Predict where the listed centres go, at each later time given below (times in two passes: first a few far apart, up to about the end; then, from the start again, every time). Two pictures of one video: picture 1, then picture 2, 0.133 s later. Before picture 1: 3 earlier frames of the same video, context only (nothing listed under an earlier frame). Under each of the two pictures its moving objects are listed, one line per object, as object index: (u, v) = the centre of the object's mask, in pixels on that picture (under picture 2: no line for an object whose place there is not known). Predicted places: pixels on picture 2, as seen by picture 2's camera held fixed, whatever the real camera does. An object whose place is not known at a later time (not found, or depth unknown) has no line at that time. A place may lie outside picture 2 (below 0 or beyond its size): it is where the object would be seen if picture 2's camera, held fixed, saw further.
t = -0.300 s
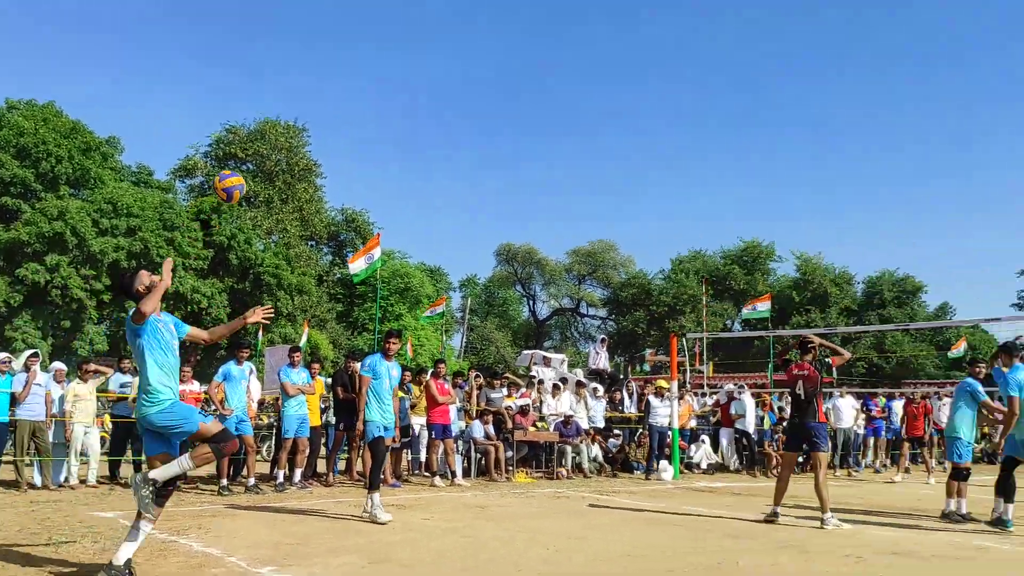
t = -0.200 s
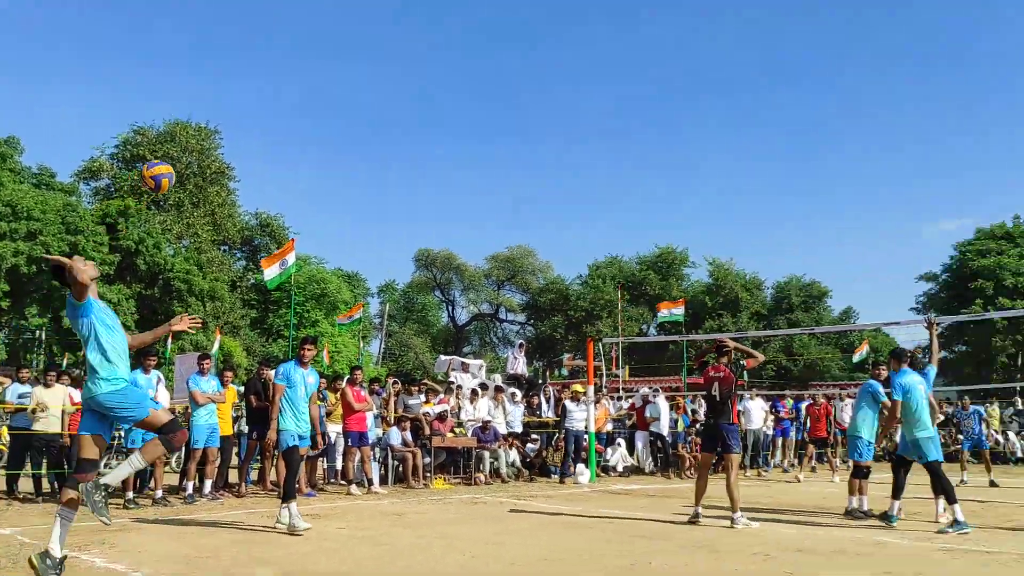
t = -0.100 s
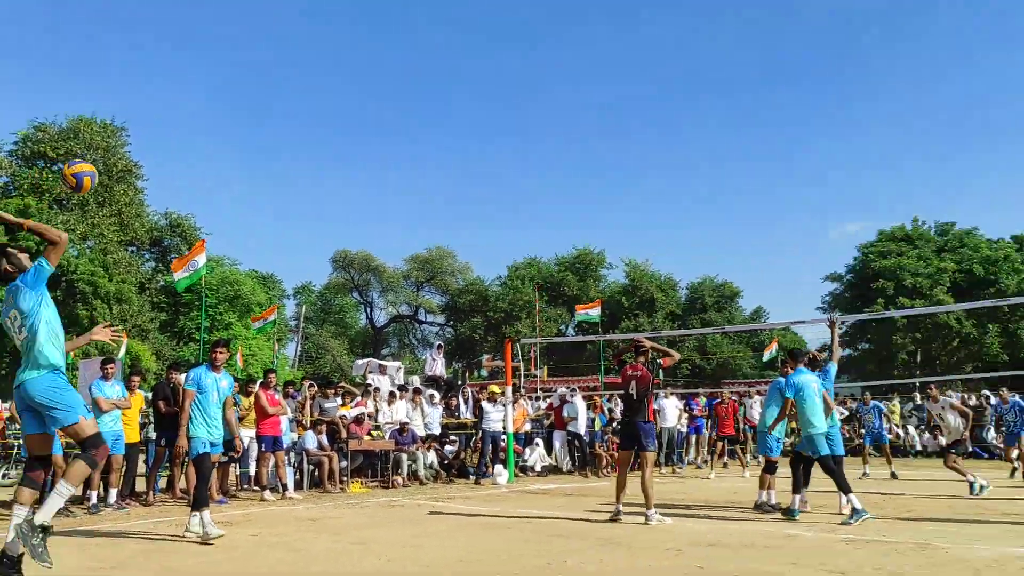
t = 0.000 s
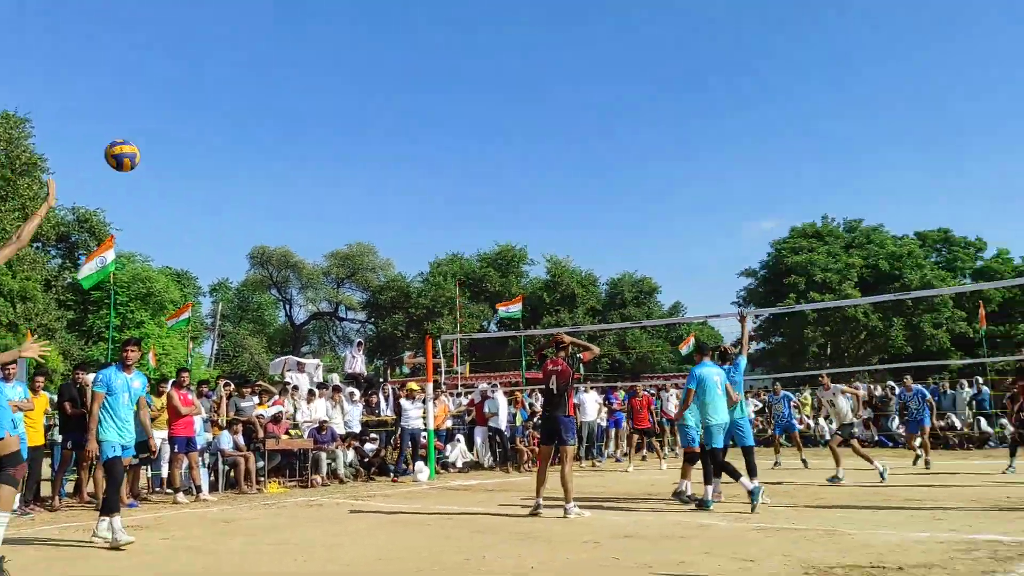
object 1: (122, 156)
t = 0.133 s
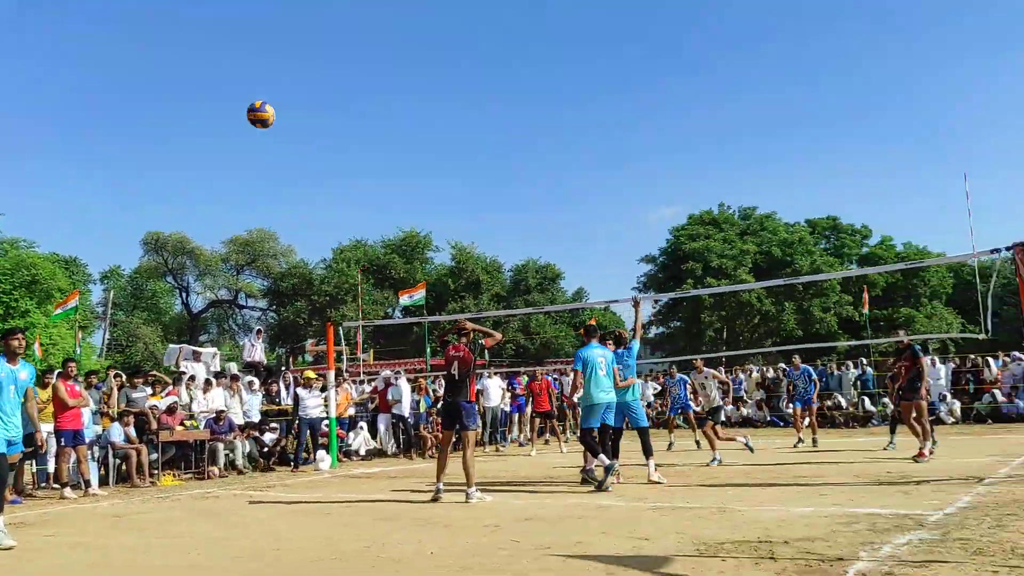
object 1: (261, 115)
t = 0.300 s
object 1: (471, 130)
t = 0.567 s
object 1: (684, 178)
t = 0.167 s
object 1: (311, 116)
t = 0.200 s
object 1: (356, 118)
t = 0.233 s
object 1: (398, 122)
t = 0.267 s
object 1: (436, 126)
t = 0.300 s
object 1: (471, 130)
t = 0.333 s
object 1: (504, 136)
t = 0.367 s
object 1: (534, 141)
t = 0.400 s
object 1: (562, 147)
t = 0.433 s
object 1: (589, 152)
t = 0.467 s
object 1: (614, 158)
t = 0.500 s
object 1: (638, 165)
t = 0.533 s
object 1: (662, 172)
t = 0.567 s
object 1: (684, 178)
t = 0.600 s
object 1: (704, 185)
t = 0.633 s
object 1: (723, 192)
